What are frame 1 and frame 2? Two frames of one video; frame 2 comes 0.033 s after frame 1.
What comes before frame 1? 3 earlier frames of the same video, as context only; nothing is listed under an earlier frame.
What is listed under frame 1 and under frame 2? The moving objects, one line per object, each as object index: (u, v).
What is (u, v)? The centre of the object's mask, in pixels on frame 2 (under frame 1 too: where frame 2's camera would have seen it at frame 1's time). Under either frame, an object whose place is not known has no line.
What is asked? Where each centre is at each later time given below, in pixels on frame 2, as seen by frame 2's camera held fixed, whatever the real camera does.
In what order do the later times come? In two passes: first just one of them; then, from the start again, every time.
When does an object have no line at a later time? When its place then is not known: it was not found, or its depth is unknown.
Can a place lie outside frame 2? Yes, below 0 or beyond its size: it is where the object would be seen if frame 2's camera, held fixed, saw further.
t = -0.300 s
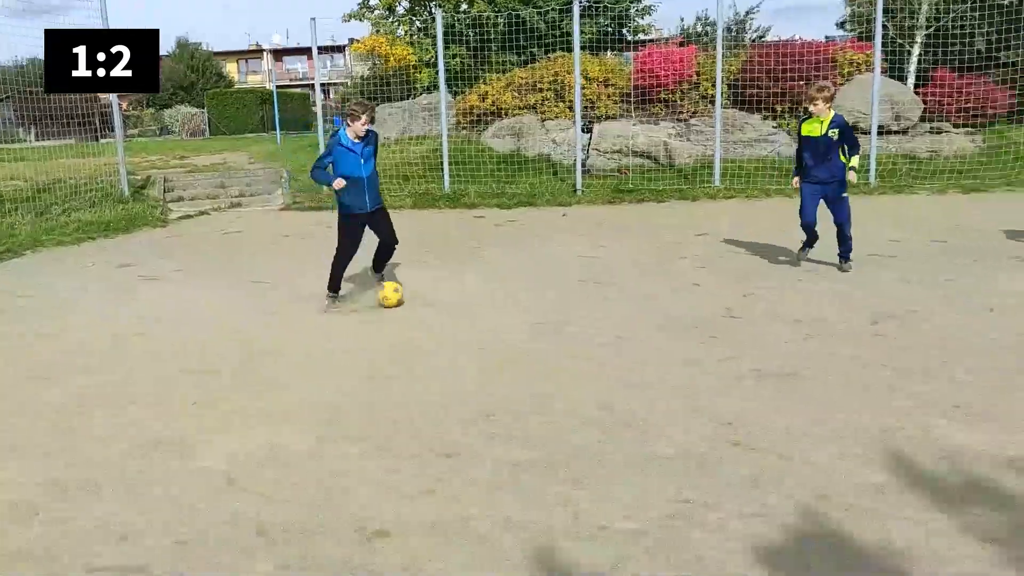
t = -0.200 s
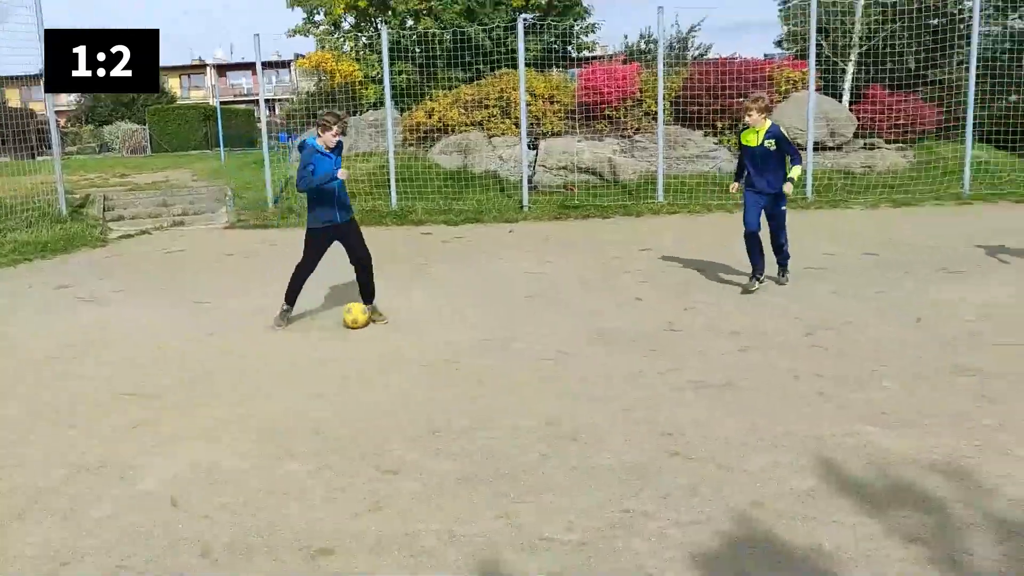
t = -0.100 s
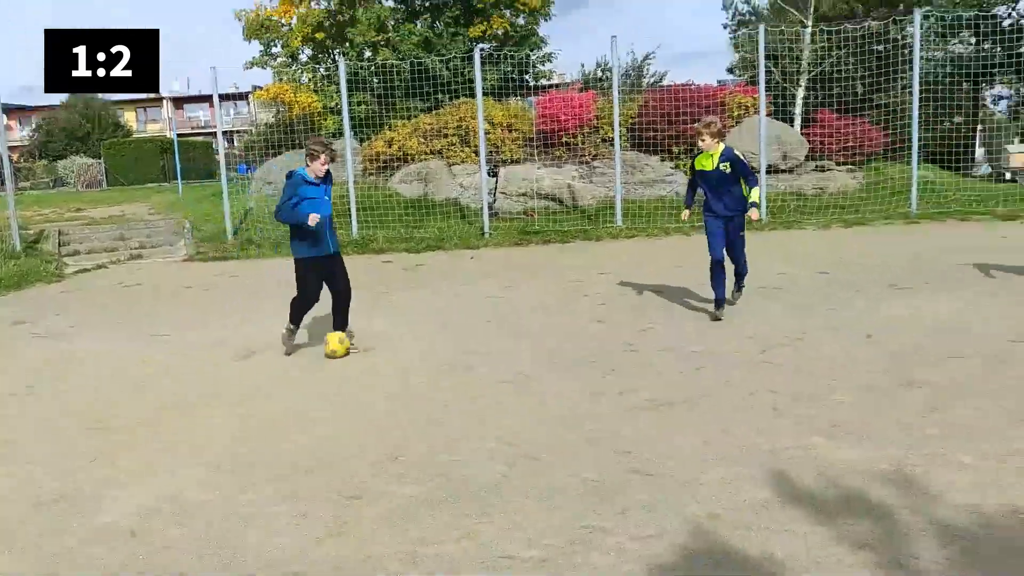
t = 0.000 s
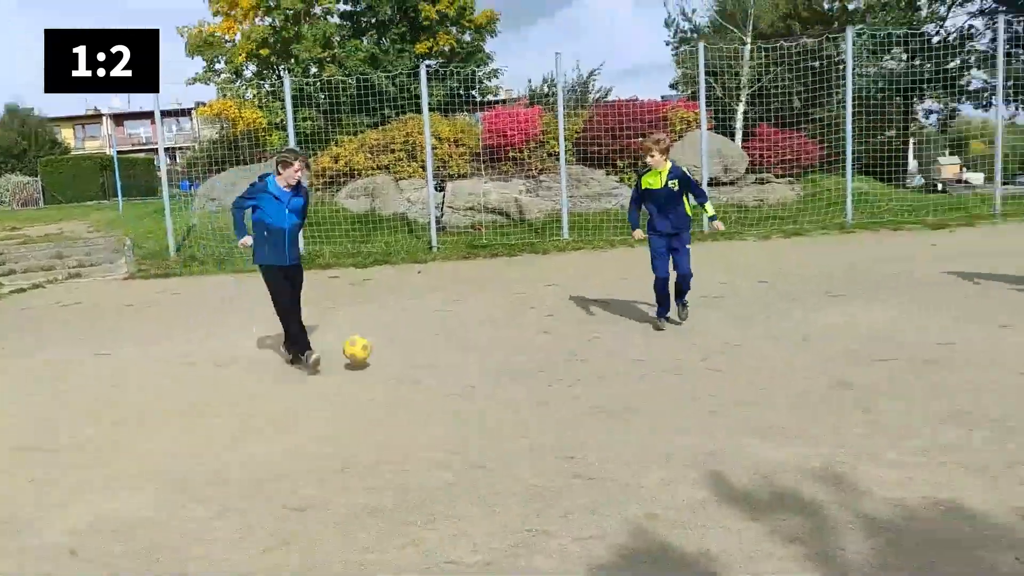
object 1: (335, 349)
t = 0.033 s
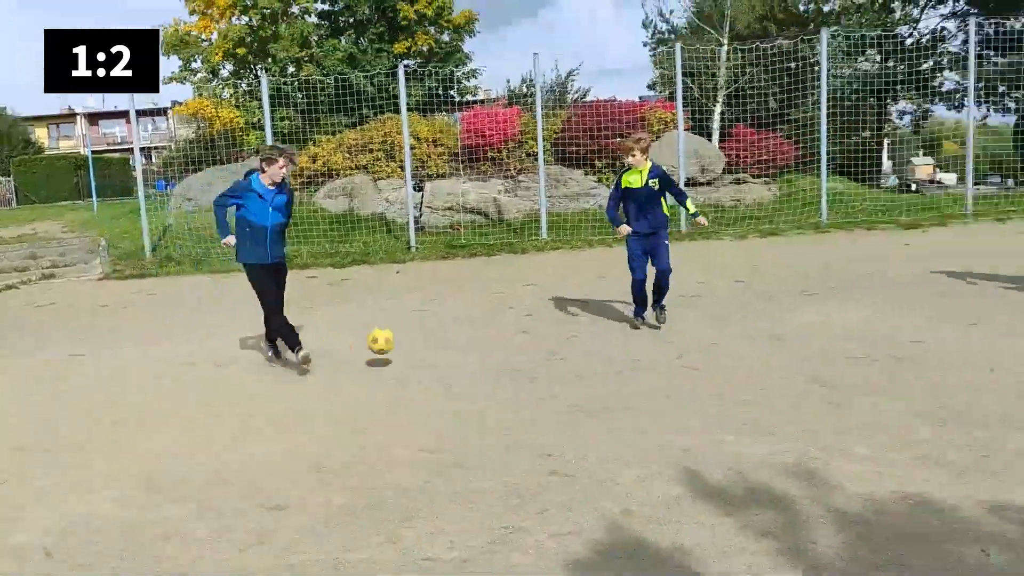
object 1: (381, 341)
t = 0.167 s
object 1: (575, 322)
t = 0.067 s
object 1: (428, 334)
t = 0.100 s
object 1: (475, 329)
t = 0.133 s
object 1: (524, 325)
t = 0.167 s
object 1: (575, 322)
